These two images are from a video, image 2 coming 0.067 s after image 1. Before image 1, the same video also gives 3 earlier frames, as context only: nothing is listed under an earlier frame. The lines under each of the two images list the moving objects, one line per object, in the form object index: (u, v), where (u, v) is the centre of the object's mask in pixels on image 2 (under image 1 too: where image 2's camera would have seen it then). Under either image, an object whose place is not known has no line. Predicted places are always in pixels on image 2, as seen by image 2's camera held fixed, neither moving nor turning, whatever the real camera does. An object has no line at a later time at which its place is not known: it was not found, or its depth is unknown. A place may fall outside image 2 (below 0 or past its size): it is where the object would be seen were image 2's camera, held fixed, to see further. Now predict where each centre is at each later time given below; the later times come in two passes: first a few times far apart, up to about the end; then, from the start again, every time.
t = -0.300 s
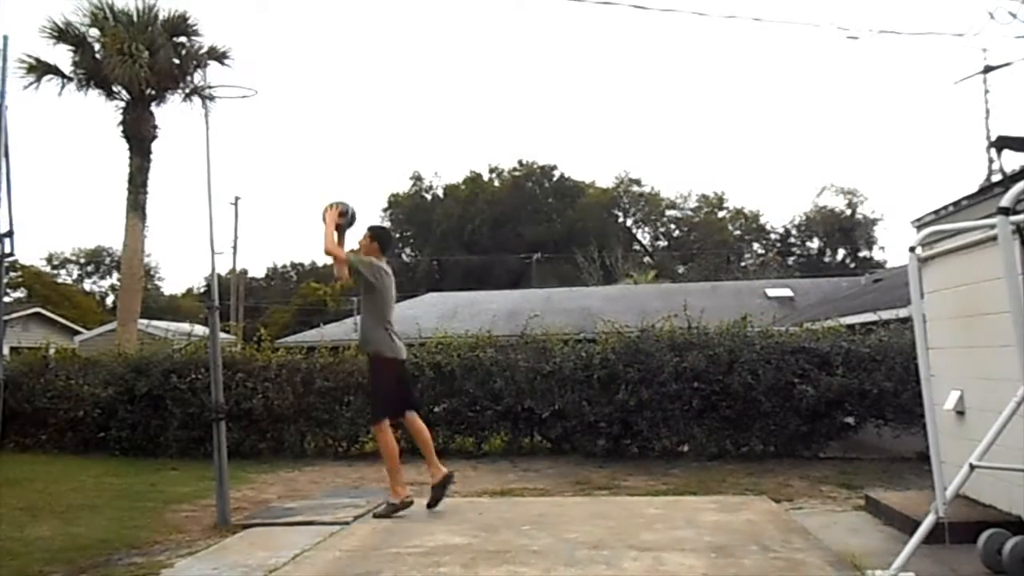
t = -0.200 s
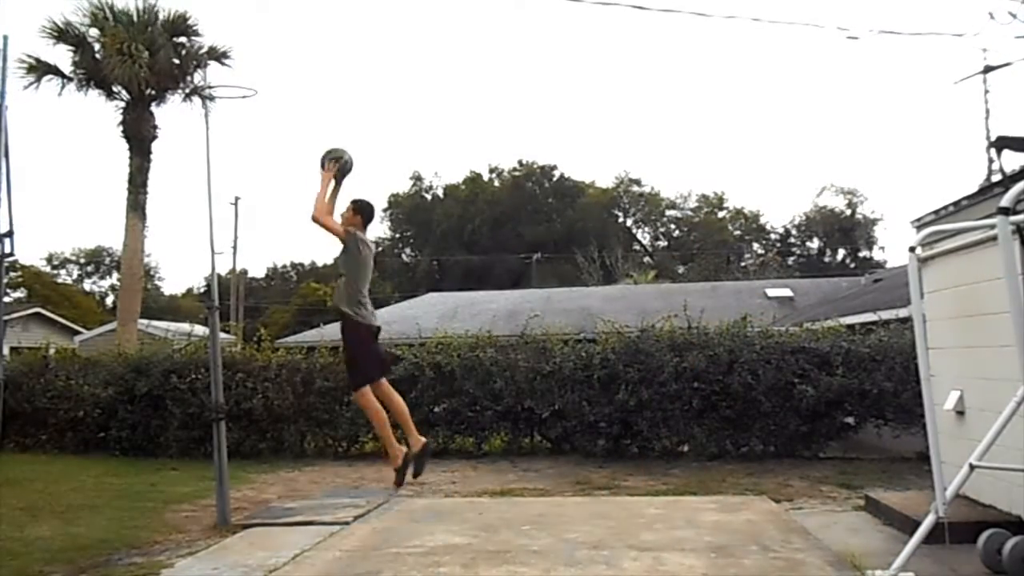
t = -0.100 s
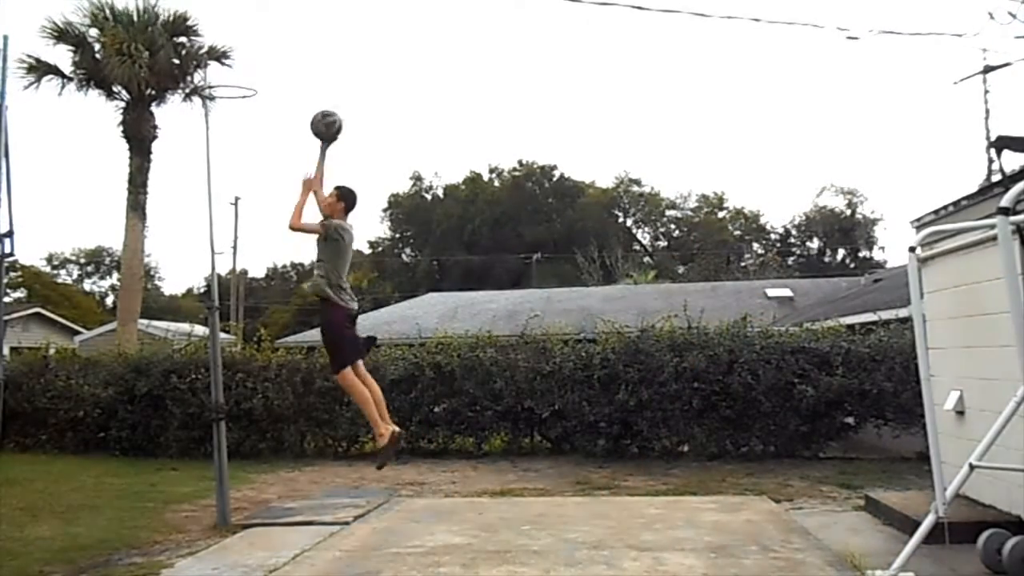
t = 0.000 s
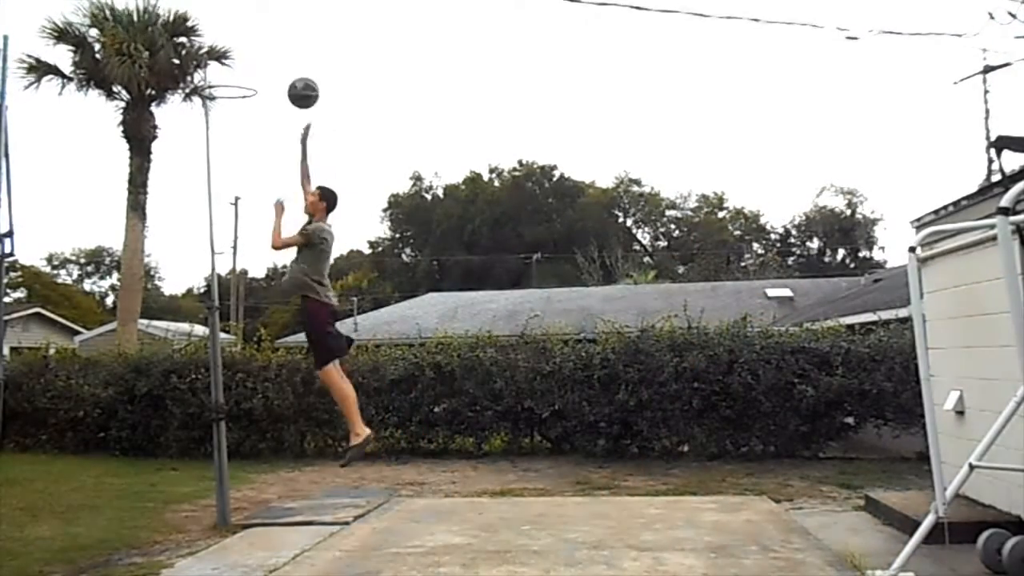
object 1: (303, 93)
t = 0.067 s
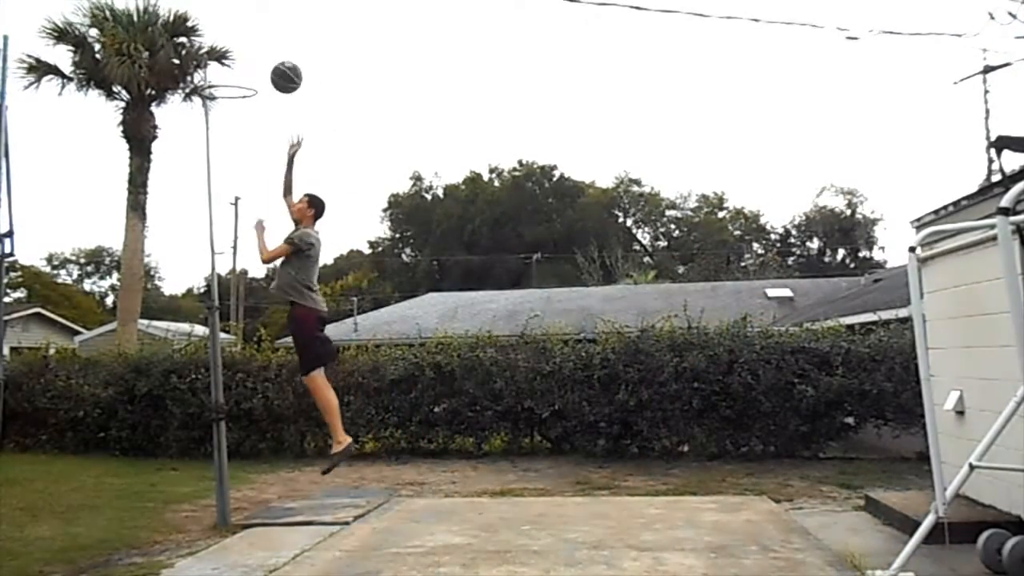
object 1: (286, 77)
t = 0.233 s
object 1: (242, 63)
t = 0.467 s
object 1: (215, 101)
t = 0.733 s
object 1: (209, 239)
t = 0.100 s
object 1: (277, 71)
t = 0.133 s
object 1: (269, 67)
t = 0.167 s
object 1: (260, 64)
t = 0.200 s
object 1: (251, 63)
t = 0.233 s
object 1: (242, 63)
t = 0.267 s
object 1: (233, 65)
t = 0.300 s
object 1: (225, 67)
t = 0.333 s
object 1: (218, 72)
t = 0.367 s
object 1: (216, 79)
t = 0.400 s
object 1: (216, 84)
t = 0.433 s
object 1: (215, 92)
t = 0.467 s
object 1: (215, 101)
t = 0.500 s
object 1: (215, 113)
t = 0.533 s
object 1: (214, 126)
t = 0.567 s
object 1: (213, 140)
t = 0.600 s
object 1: (213, 156)
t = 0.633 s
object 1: (212, 175)
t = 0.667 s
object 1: (211, 194)
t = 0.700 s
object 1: (210, 216)
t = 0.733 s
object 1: (209, 239)
